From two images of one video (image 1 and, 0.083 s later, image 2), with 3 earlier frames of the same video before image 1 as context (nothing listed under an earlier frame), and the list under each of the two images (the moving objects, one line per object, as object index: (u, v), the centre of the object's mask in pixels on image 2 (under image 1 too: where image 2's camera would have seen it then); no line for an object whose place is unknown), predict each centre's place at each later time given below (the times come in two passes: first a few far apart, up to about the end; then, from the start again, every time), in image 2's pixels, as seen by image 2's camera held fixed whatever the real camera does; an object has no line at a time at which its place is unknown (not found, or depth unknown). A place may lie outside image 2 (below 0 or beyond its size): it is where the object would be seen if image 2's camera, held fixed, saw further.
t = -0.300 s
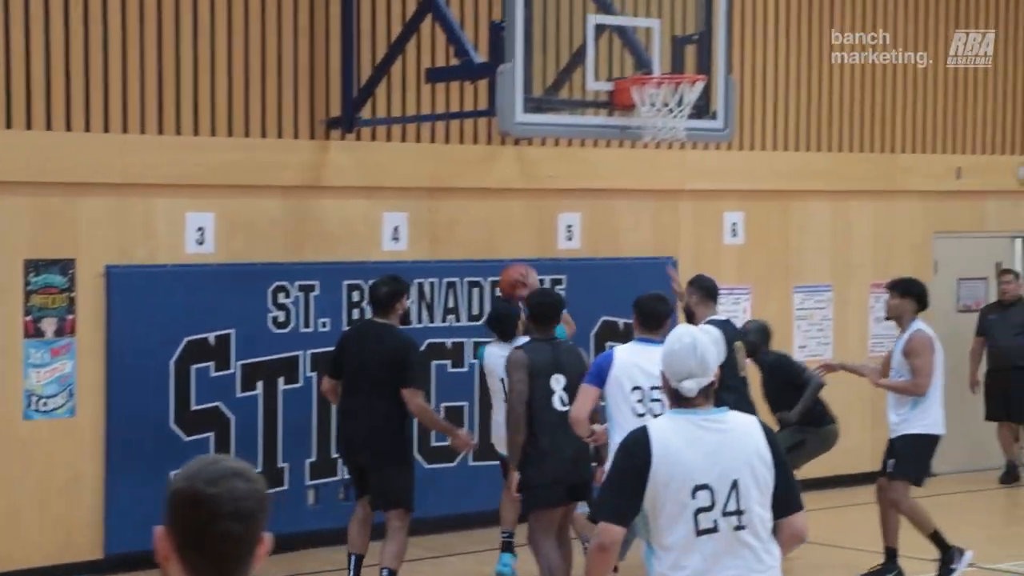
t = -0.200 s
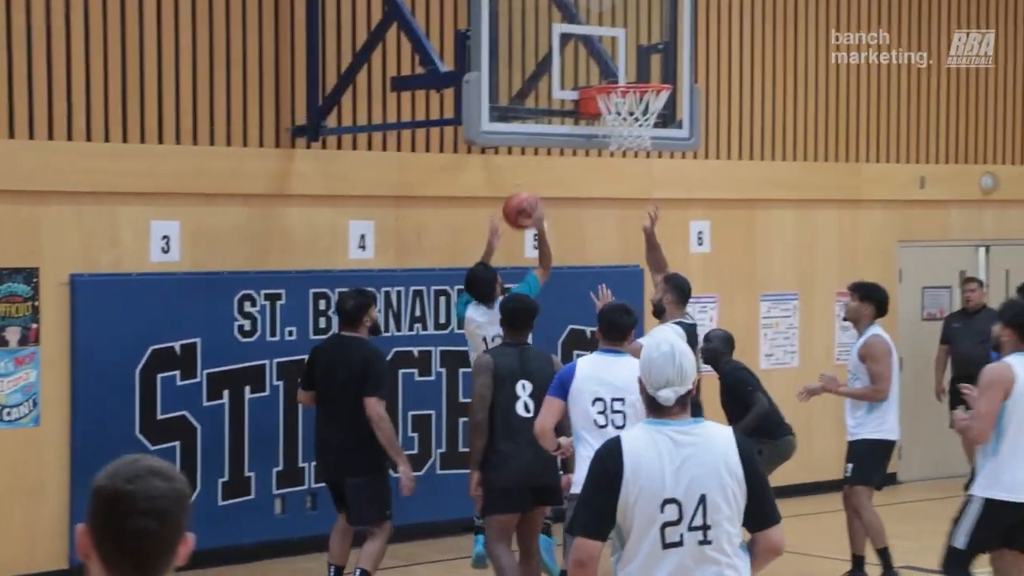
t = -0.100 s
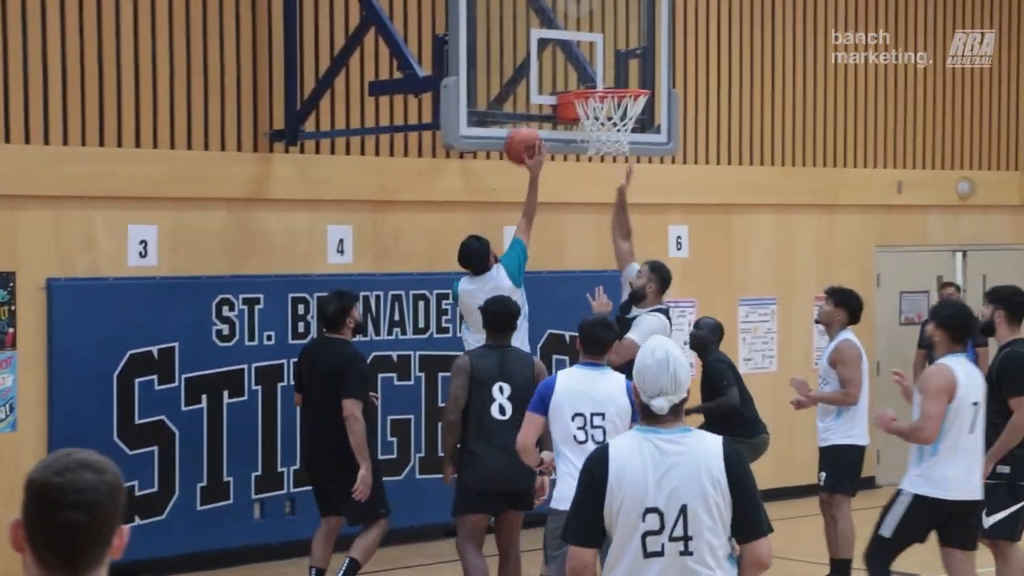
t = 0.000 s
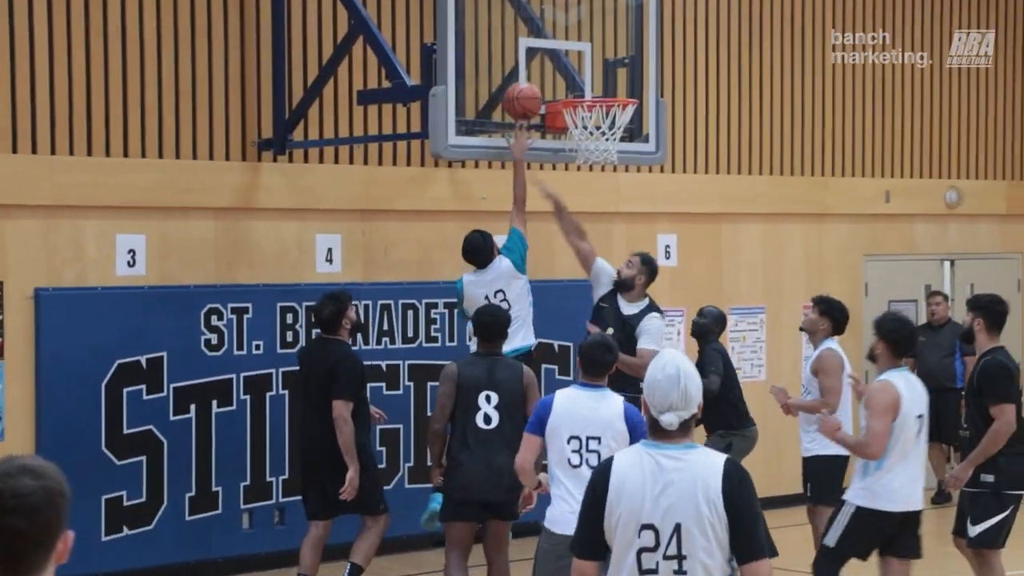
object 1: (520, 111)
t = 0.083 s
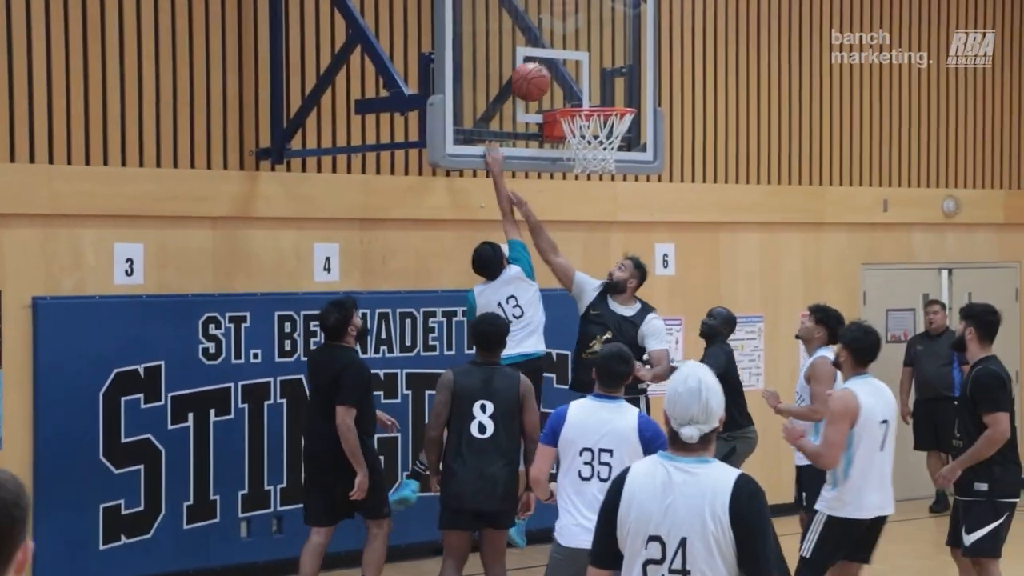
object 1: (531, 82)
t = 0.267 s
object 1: (571, 89)
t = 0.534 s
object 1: (609, 161)
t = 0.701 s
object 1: (600, 188)
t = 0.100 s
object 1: (534, 80)
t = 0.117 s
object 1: (538, 79)
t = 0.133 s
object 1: (542, 78)
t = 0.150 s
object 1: (545, 78)
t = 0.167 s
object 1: (549, 79)
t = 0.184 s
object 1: (552, 79)
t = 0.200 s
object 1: (556, 80)
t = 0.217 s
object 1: (560, 82)
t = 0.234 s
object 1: (563, 84)
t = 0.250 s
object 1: (567, 87)
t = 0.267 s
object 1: (571, 89)
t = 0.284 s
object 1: (575, 91)
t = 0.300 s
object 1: (578, 94)
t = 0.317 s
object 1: (582, 96)
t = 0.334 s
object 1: (586, 98)
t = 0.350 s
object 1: (591, 106)
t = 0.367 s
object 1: (594, 116)
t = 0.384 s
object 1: (598, 122)
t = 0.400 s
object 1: (602, 128)
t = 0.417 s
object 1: (607, 134)
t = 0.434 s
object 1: (613, 150)
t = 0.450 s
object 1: (611, 145)
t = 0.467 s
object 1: (608, 163)
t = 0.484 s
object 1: (610, 163)
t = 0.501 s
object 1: (610, 161)
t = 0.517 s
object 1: (610, 161)
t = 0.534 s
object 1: (609, 161)
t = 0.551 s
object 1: (608, 161)
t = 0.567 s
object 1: (607, 162)
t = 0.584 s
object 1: (606, 164)
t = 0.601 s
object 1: (605, 166)
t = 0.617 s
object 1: (604, 169)
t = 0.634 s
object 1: (603, 171)
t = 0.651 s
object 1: (603, 175)
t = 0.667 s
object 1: (602, 179)
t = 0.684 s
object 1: (601, 184)
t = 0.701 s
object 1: (600, 188)
